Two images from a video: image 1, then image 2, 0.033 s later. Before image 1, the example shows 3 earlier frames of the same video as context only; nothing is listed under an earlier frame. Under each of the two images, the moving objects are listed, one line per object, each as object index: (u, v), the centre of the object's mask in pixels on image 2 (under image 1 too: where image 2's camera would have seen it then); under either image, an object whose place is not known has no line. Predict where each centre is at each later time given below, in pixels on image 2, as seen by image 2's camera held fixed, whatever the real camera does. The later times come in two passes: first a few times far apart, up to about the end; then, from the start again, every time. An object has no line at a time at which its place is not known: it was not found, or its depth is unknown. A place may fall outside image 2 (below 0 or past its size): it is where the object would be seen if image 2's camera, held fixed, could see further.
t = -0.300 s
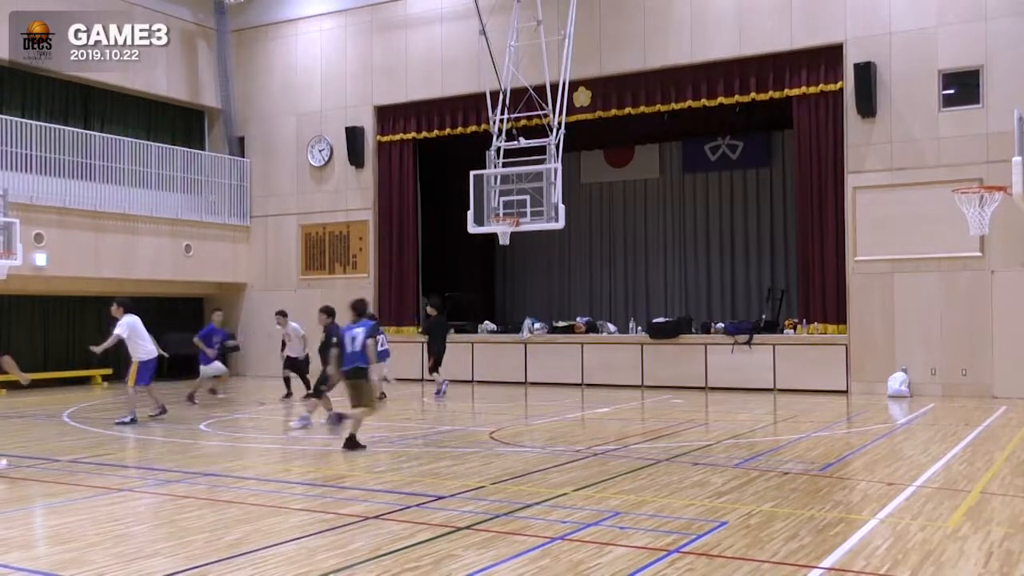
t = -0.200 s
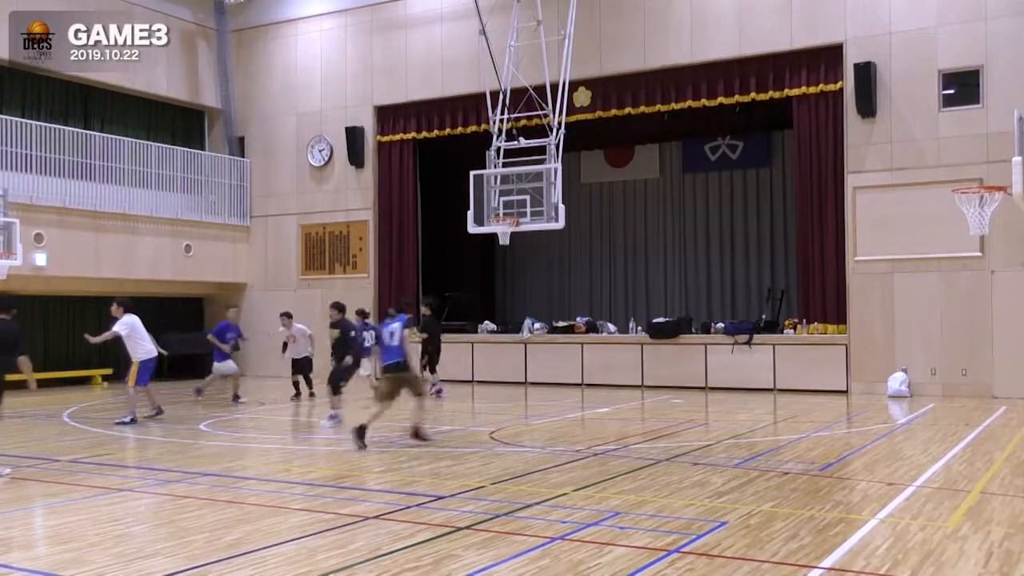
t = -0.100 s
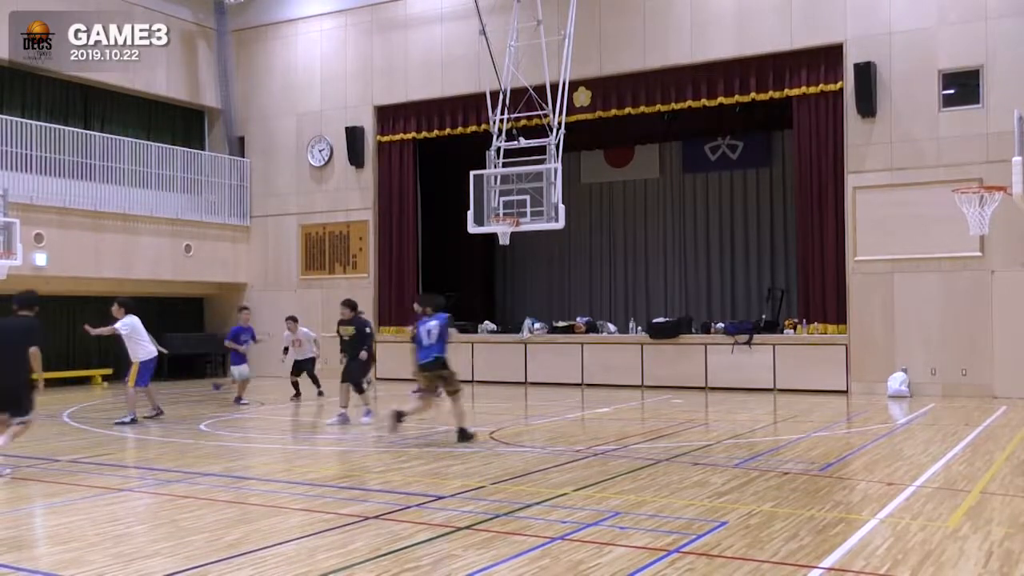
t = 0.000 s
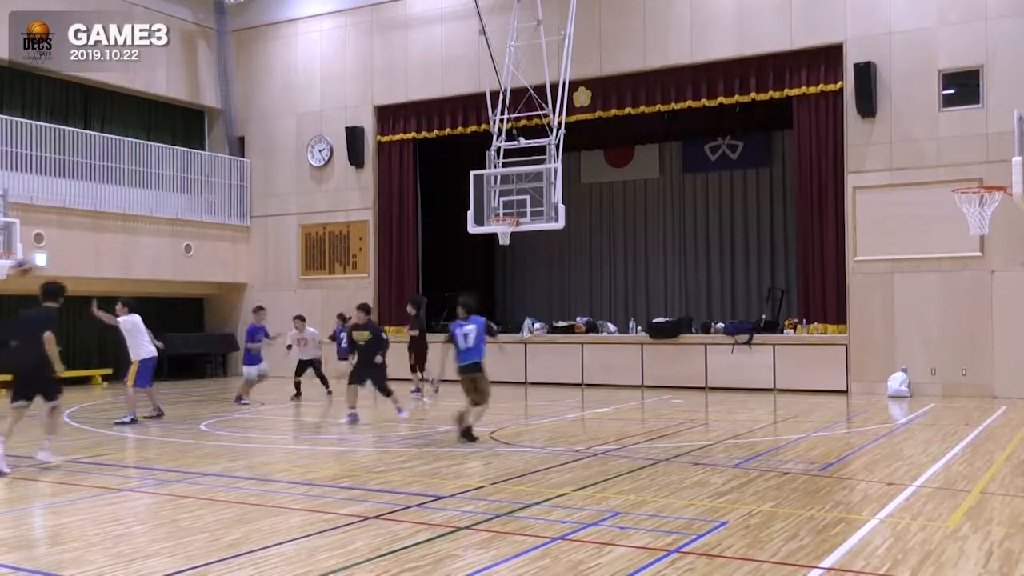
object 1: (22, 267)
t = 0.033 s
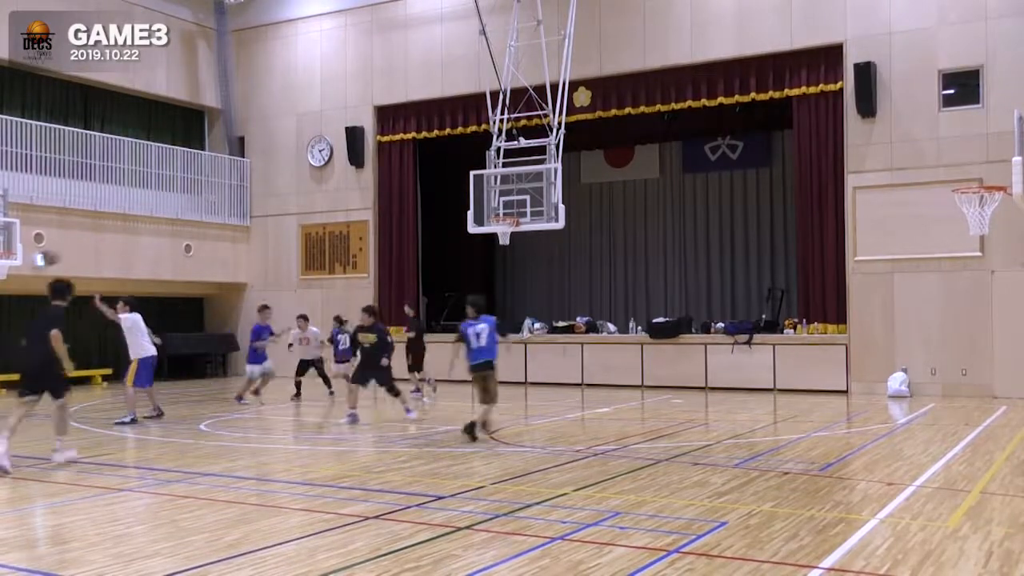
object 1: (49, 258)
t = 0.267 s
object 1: (213, 209)
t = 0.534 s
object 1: (397, 205)
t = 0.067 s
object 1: (71, 249)
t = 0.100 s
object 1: (95, 239)
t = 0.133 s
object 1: (119, 233)
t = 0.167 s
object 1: (144, 225)
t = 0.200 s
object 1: (167, 219)
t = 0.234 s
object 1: (190, 213)
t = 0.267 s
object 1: (213, 209)
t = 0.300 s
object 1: (236, 208)
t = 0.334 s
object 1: (259, 203)
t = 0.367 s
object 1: (283, 202)
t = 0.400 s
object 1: (307, 201)
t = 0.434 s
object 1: (330, 200)
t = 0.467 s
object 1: (352, 201)
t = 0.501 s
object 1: (375, 201)
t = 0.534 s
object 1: (397, 205)
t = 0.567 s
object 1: (422, 208)
